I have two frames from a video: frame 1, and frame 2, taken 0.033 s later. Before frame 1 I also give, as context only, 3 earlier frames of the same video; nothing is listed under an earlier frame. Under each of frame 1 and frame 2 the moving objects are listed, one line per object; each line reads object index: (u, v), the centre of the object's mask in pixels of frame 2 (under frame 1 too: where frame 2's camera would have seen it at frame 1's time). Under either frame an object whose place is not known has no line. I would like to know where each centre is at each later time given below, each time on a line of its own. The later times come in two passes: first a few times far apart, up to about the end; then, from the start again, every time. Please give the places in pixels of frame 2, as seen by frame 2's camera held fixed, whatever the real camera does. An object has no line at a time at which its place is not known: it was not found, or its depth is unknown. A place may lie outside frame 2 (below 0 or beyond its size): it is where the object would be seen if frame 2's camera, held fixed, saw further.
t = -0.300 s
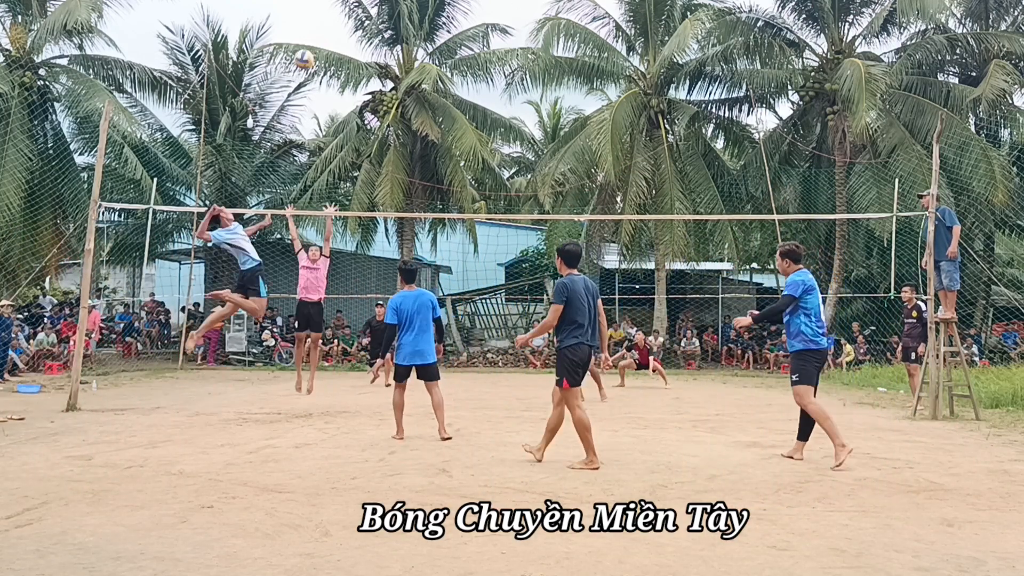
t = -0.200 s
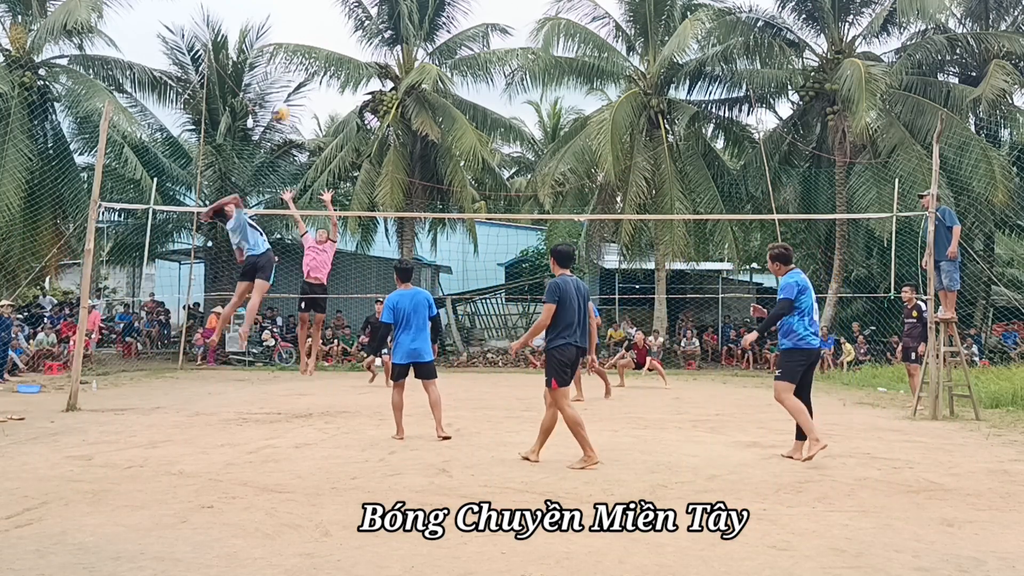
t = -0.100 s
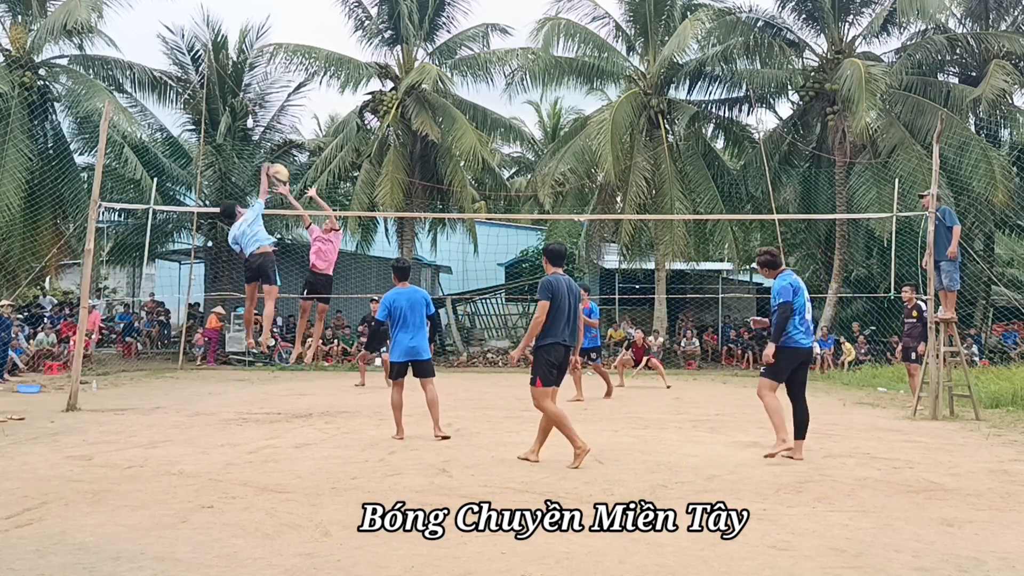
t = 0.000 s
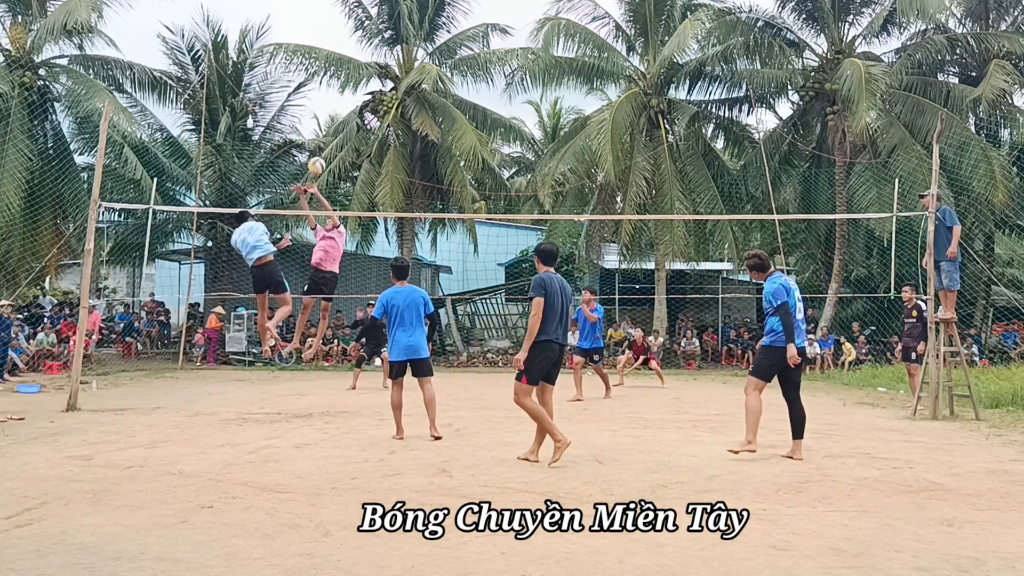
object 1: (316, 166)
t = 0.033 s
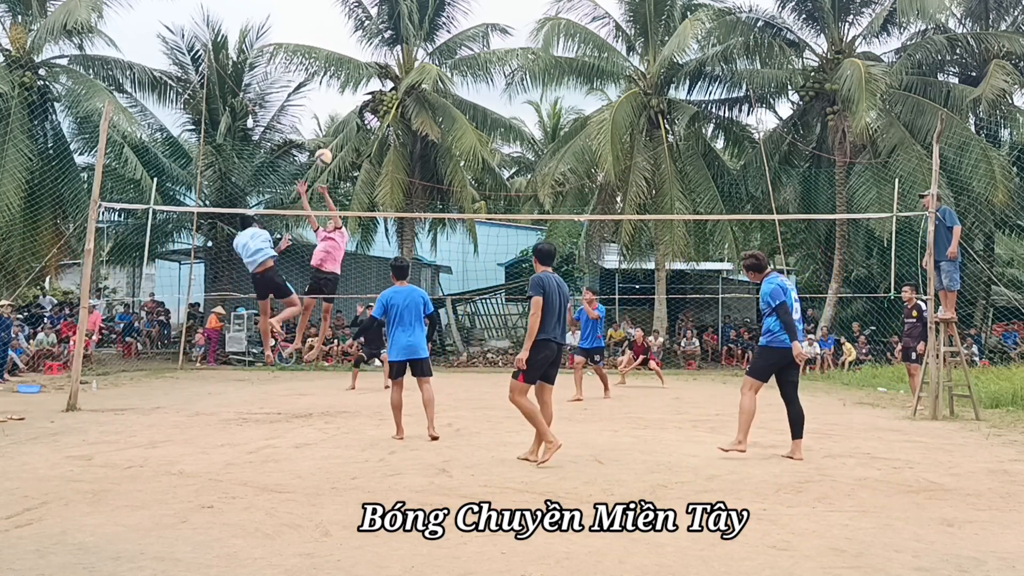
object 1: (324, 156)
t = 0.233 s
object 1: (363, 127)
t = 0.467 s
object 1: (404, 130)
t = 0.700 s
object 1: (443, 173)
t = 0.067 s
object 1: (331, 150)
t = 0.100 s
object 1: (336, 144)
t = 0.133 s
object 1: (343, 137)
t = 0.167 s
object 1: (350, 134)
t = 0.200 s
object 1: (356, 129)
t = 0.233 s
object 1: (363, 127)
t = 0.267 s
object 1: (368, 125)
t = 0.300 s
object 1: (375, 122)
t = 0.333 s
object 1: (381, 123)
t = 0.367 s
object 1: (387, 123)
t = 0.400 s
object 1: (393, 125)
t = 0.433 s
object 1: (399, 127)
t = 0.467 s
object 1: (404, 130)
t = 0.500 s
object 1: (410, 134)
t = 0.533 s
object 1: (416, 138)
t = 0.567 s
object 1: (422, 144)
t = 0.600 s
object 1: (427, 150)
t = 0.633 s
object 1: (433, 157)
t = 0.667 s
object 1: (438, 165)
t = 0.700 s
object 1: (443, 173)
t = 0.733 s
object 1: (448, 182)
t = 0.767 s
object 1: (453, 192)
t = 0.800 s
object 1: (459, 203)
